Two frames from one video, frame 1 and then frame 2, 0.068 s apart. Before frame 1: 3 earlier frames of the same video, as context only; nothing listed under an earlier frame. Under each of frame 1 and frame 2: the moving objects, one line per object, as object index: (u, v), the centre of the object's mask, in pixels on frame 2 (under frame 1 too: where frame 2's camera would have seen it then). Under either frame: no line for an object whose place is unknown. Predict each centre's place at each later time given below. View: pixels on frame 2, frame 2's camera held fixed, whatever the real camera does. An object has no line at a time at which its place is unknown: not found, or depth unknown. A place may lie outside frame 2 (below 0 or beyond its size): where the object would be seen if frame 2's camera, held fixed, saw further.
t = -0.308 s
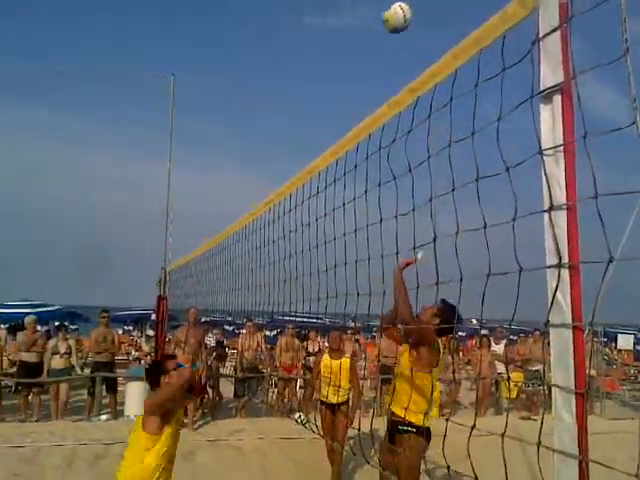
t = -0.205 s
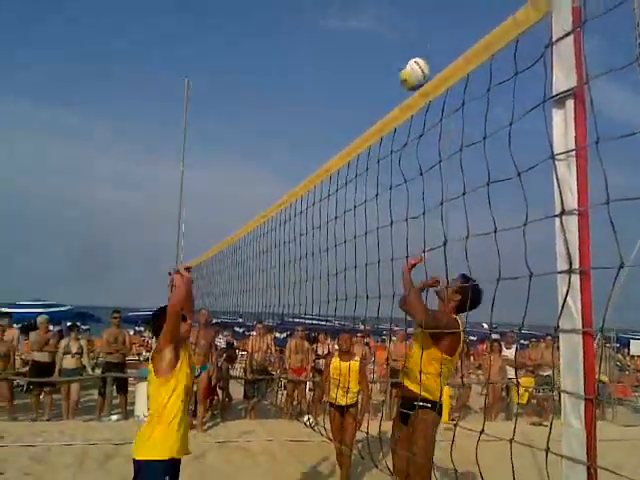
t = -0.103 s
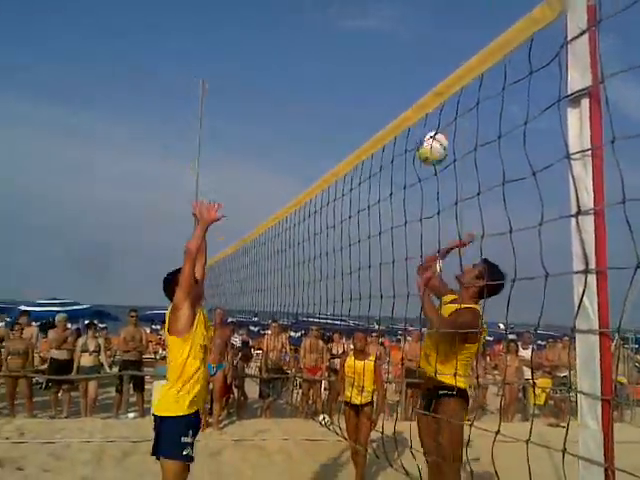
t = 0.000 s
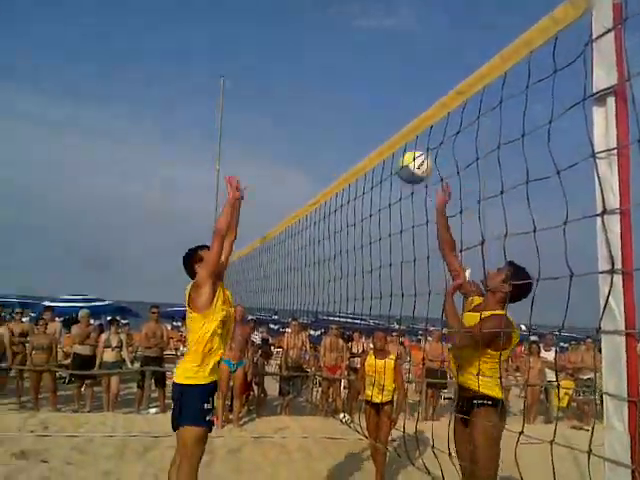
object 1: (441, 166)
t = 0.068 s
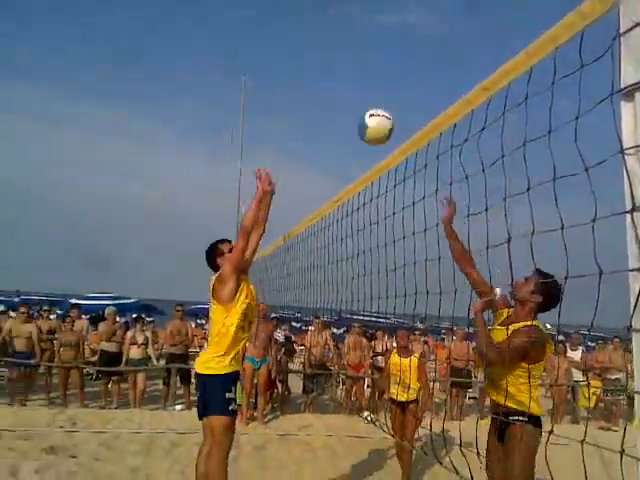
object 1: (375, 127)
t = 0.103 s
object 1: (340, 108)
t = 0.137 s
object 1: (302, 93)
